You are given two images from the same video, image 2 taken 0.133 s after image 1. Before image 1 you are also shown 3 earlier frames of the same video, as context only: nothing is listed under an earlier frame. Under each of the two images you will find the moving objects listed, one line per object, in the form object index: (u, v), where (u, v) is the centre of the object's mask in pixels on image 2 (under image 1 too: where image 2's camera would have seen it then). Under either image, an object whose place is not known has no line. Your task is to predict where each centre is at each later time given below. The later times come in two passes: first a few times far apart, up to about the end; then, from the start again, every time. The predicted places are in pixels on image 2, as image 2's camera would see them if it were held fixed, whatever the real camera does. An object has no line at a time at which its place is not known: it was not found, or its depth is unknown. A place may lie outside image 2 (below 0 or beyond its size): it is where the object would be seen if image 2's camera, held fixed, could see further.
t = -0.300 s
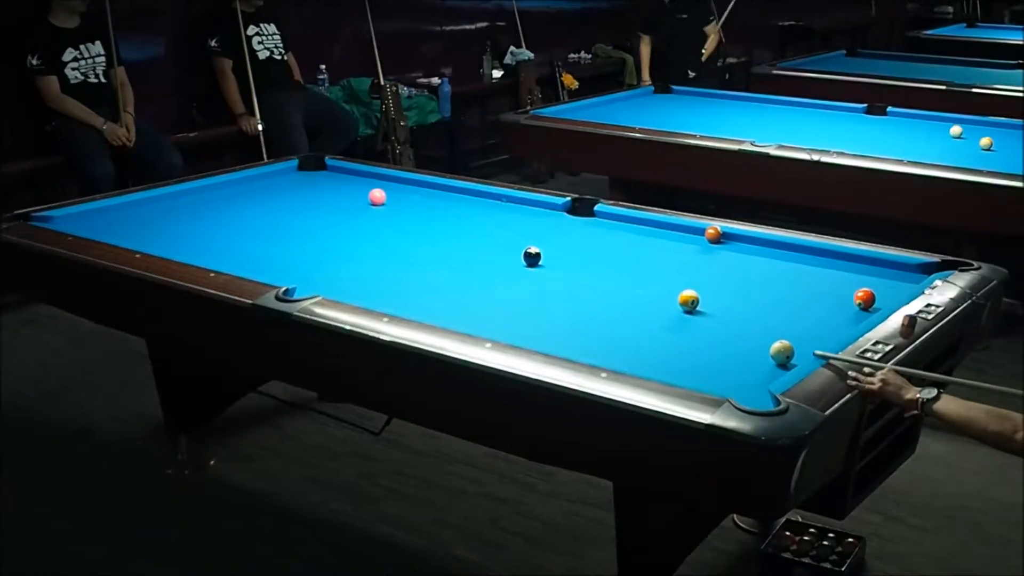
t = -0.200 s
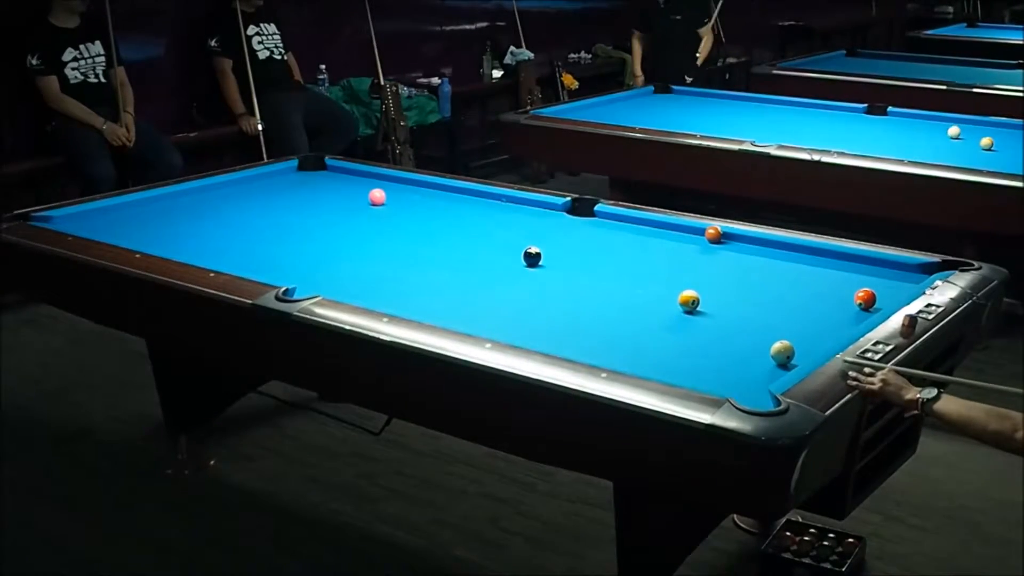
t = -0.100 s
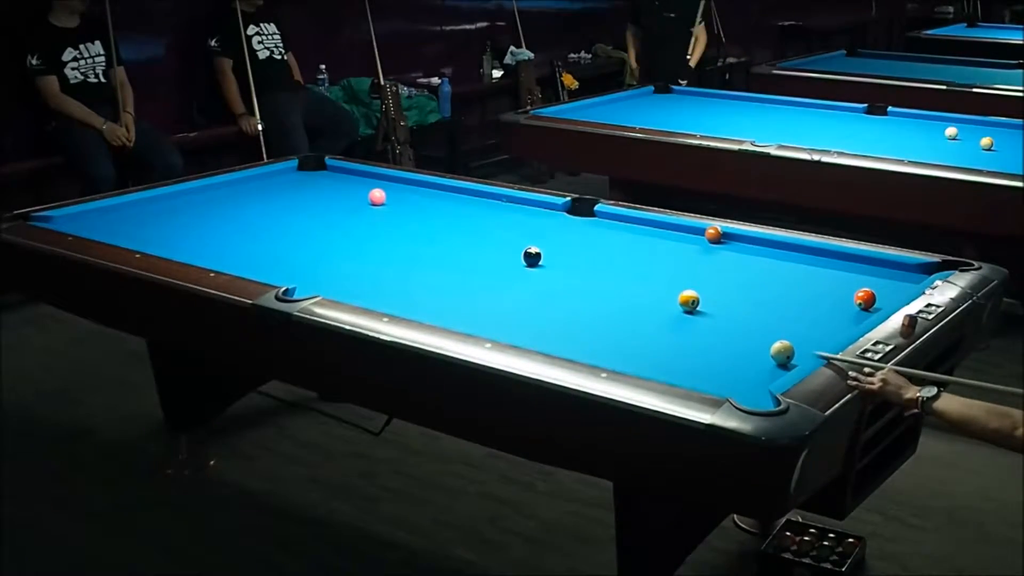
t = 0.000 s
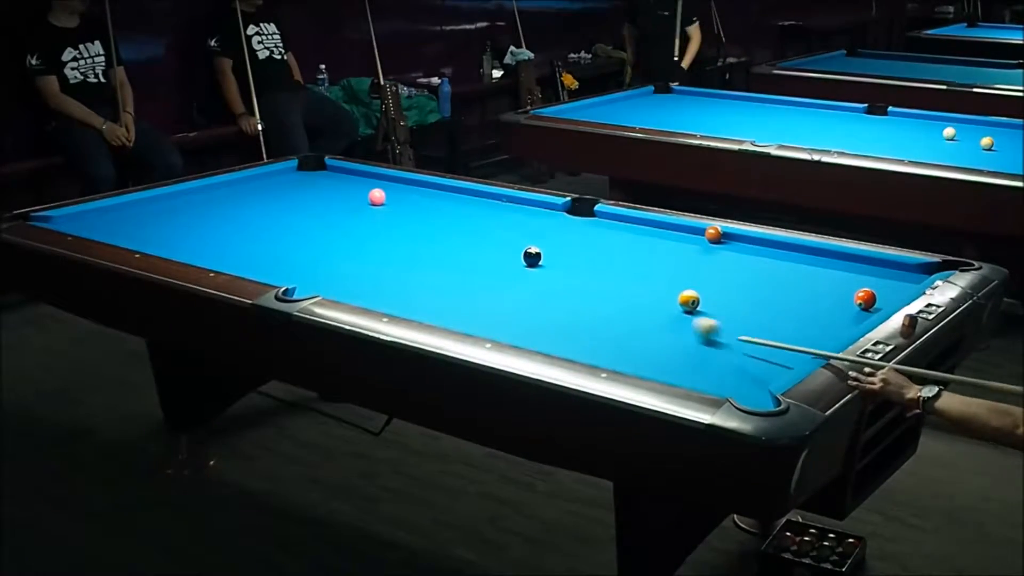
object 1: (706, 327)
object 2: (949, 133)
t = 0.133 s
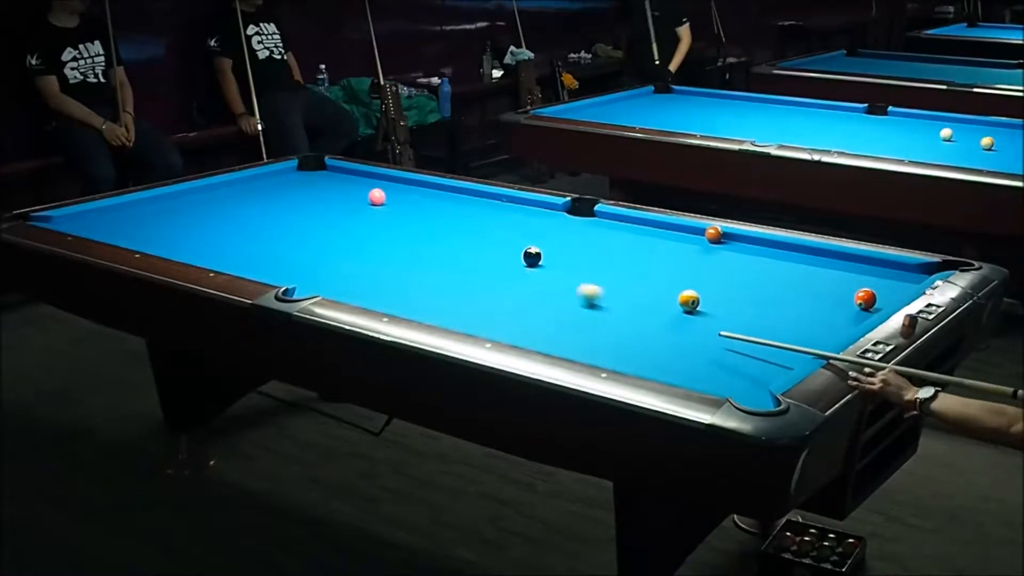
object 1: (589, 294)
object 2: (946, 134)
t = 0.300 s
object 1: (469, 257)
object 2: (942, 135)
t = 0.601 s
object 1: (299, 207)
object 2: (936, 137)
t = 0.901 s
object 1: (274, 192)
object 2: (931, 138)
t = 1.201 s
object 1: (394, 208)
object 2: (927, 140)
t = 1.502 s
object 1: (518, 224)
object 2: (923, 142)
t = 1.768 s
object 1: (637, 239)
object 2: (921, 143)
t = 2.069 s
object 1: (781, 259)
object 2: (919, 144)
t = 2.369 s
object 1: (911, 275)
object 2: (918, 145)
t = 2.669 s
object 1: (833, 261)
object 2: (917, 145)
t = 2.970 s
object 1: (767, 248)
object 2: (918, 146)
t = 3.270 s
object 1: (710, 238)
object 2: (917, 146)
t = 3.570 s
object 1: (665, 236)
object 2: (917, 147)
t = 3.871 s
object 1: (624, 234)
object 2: (917, 147)
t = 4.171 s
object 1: (586, 232)
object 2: (917, 147)
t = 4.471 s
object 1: (551, 231)
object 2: (917, 146)
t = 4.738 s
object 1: (521, 230)
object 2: (917, 146)
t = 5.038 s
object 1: (491, 228)
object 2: (917, 146)
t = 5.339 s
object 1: (463, 227)
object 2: (917, 147)
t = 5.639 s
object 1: (438, 226)
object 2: (917, 147)
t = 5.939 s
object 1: (414, 225)
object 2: (917, 147)
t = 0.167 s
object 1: (563, 286)
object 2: (945, 134)
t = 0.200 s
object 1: (538, 278)
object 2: (944, 134)
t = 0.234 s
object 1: (514, 271)
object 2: (943, 135)
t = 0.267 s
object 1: (491, 265)
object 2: (943, 135)
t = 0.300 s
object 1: (469, 257)
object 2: (942, 135)
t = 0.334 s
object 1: (447, 251)
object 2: (942, 135)
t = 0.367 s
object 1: (426, 245)
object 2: (941, 136)
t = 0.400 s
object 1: (406, 239)
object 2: (940, 136)
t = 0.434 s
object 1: (387, 233)
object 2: (939, 136)
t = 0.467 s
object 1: (368, 228)
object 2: (939, 136)
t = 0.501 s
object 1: (350, 222)
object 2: (938, 136)
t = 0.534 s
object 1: (332, 217)
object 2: (937, 137)
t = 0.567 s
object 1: (315, 212)
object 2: (937, 137)
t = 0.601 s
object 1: (299, 207)
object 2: (936, 137)
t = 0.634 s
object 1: (283, 202)
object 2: (936, 137)
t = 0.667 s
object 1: (267, 198)
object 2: (935, 137)
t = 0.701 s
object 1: (252, 194)
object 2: (934, 137)
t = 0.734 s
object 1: (238, 189)
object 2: (934, 137)
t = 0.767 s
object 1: (224, 185)
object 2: (933, 138)
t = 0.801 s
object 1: (229, 185)
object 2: (932, 138)
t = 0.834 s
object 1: (244, 187)
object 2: (932, 138)
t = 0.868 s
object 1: (259, 189)
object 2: (931, 138)
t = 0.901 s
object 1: (274, 192)
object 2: (931, 138)
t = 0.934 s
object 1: (288, 193)
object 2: (930, 139)
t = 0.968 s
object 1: (302, 196)
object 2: (930, 139)
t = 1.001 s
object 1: (316, 197)
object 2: (929, 139)
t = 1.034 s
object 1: (329, 199)
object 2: (929, 139)
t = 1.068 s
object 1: (343, 201)
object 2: (928, 139)
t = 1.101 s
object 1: (356, 203)
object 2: (928, 140)
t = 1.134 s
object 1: (368, 205)
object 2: (928, 140)
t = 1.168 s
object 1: (382, 206)
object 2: (927, 140)
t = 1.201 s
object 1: (394, 208)
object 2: (927, 140)
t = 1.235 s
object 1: (408, 210)
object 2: (926, 141)
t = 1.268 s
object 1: (421, 211)
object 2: (926, 141)
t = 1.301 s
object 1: (435, 214)
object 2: (926, 141)
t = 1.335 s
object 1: (449, 215)
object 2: (925, 141)
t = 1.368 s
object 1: (463, 217)
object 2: (925, 141)
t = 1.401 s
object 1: (476, 219)
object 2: (924, 141)
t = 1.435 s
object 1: (490, 221)
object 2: (924, 142)
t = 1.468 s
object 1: (504, 222)
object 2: (924, 142)
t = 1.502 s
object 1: (518, 224)
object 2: (923, 142)
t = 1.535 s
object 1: (533, 226)
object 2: (923, 142)
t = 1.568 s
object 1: (547, 228)
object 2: (923, 142)
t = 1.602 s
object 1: (562, 230)
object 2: (922, 142)
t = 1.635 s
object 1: (577, 232)
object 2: (922, 143)
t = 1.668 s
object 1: (592, 234)
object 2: (922, 143)
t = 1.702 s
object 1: (606, 236)
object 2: (921, 143)
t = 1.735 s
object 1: (621, 238)
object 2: (921, 143)
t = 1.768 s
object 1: (637, 239)
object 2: (921, 143)
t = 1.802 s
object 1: (652, 242)
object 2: (921, 143)
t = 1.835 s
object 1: (668, 244)
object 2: (920, 143)
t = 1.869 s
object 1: (683, 246)
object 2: (920, 143)
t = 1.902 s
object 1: (699, 248)
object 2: (920, 143)
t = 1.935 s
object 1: (715, 250)
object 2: (920, 144)
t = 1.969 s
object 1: (731, 252)
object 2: (920, 144)
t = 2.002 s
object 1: (747, 254)
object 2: (919, 144)
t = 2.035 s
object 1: (764, 257)
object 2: (919, 144)
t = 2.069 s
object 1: (781, 259)
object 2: (919, 144)
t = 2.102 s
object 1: (797, 261)
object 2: (919, 144)
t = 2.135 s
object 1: (815, 263)
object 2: (919, 144)
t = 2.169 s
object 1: (831, 265)
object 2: (918, 145)
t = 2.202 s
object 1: (849, 268)
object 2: (918, 145)
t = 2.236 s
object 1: (866, 270)
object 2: (918, 145)
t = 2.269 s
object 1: (884, 272)
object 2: (918, 145)
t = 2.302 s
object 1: (901, 274)
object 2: (918, 145)
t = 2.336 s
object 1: (918, 275)
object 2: (918, 145)
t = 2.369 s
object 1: (911, 275)
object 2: (918, 145)
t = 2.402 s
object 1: (900, 273)
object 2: (918, 145)
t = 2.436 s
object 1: (890, 271)
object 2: (917, 145)
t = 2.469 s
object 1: (881, 270)
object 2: (917, 145)
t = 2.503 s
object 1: (873, 268)
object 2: (917, 145)
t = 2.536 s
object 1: (865, 267)
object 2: (917, 145)
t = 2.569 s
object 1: (856, 265)
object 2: (917, 146)
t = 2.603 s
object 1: (848, 264)
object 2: (917, 145)
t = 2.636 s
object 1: (841, 262)
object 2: (917, 145)
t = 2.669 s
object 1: (833, 261)
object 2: (917, 145)
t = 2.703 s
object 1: (825, 259)
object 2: (917, 146)
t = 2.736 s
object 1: (817, 258)
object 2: (917, 146)
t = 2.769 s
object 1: (810, 256)
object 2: (917, 146)
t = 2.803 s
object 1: (803, 255)
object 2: (917, 146)
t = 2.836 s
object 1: (795, 253)
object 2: (917, 146)
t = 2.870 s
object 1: (788, 252)
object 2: (917, 146)
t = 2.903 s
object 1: (781, 251)
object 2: (917, 146)
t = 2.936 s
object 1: (774, 249)
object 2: (917, 146)
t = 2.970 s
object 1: (767, 248)
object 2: (918, 146)
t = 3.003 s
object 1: (760, 247)
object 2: (918, 146)
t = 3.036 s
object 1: (754, 245)
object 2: (918, 146)
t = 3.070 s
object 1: (746, 244)
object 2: (917, 146)
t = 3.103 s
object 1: (740, 243)
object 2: (917, 146)
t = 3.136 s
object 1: (734, 241)
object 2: (917, 146)
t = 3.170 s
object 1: (727, 240)
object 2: (917, 146)
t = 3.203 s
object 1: (721, 239)
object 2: (917, 146)
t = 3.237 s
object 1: (715, 238)
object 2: (917, 146)
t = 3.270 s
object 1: (710, 238)
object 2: (917, 146)
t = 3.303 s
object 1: (706, 238)
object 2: (918, 147)
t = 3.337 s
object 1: (700, 237)
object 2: (917, 146)
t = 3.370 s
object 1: (696, 237)
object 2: (917, 147)
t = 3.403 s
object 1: (691, 237)
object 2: (917, 146)
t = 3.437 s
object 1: (685, 237)
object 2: (917, 146)
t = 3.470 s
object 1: (680, 237)
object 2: (917, 146)
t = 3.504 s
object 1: (675, 237)
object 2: (917, 146)
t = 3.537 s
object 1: (670, 236)
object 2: (917, 146)
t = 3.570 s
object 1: (665, 236)
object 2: (917, 147)
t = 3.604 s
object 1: (660, 236)
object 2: (917, 146)
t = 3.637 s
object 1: (656, 235)
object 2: (917, 147)
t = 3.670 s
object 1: (651, 235)
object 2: (917, 147)
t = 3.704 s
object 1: (647, 235)
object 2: (917, 147)
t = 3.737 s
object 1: (642, 235)
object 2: (917, 147)
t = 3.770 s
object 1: (637, 235)
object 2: (917, 147)
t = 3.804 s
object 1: (633, 234)
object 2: (917, 147)
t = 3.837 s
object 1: (628, 234)
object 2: (917, 147)
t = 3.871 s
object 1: (624, 234)
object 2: (917, 147)
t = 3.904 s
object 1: (620, 234)
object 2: (917, 147)
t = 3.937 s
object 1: (616, 234)
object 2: (917, 147)
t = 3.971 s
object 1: (611, 233)
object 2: (917, 147)
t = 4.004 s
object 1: (607, 233)
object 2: (917, 147)
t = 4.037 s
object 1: (603, 233)
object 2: (917, 147)
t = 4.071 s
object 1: (598, 233)
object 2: (917, 147)
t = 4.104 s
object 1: (594, 233)
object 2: (917, 147)
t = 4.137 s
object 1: (590, 233)
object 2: (917, 147)
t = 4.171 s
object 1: (586, 232)
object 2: (917, 147)
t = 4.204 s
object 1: (582, 232)
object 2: (917, 147)
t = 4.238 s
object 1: (578, 232)
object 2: (917, 147)
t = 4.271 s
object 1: (574, 232)
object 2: (917, 147)
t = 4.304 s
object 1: (570, 232)
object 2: (917, 147)
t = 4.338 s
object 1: (566, 231)
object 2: (917, 147)
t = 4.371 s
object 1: (562, 232)
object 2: (917, 147)
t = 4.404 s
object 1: (558, 231)
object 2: (917, 147)
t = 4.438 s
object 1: (554, 231)
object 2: (917, 147)
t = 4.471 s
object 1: (551, 231)
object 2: (917, 146)
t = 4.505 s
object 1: (547, 231)
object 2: (917, 147)
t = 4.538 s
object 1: (543, 231)
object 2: (917, 147)
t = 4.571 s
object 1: (539, 231)
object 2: (917, 147)
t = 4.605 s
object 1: (536, 230)
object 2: (917, 147)
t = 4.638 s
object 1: (532, 230)
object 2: (917, 147)
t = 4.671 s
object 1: (528, 230)
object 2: (917, 147)
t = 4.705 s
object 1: (525, 230)
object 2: (917, 147)
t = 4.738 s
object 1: (521, 230)
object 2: (917, 146)
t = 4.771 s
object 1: (518, 230)
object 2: (917, 146)
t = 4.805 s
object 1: (514, 229)
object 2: (917, 146)
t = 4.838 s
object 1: (511, 229)
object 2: (917, 146)
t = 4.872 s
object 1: (507, 229)
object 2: (917, 146)
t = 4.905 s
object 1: (504, 229)
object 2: (917, 146)
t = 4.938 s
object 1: (501, 228)
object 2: (917, 146)
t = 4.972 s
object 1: (497, 229)
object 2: (917, 146)
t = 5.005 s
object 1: (494, 228)
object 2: (917, 146)
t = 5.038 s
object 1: (491, 228)
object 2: (917, 146)
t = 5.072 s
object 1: (488, 228)
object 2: (917, 147)
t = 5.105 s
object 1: (485, 228)
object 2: (917, 146)
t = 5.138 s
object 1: (481, 228)
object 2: (917, 146)
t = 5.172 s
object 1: (478, 228)
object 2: (917, 147)
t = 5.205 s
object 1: (475, 227)
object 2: (917, 147)
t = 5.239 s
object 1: (472, 227)
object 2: (917, 147)
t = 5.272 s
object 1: (469, 227)
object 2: (917, 147)
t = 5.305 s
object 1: (466, 227)
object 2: (917, 147)
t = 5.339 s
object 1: (463, 227)
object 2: (917, 147)
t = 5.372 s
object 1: (460, 227)
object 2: (917, 147)
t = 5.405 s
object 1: (457, 227)
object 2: (917, 147)
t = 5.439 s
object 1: (454, 227)
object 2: (917, 147)
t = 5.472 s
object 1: (451, 226)
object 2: (917, 147)
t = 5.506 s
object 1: (449, 226)
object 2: (917, 147)
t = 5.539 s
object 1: (446, 226)
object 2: (917, 147)
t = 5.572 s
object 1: (443, 226)
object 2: (917, 147)
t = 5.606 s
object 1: (440, 226)
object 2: (917, 147)
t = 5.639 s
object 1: (438, 226)
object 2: (917, 147)
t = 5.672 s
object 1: (435, 226)
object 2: (917, 147)
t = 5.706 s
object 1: (432, 226)
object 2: (917, 147)
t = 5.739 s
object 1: (429, 226)
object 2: (917, 147)
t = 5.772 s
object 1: (427, 225)
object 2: (917, 147)
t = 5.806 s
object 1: (424, 225)
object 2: (917, 147)
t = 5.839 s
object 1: (422, 225)
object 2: (917, 147)
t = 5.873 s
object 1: (419, 225)
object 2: (917, 147)
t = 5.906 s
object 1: (417, 225)
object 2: (917, 147)
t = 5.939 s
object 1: (414, 225)
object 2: (917, 147)
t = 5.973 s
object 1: (412, 225)
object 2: (917, 147)
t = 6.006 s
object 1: (410, 224)
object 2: (917, 147)
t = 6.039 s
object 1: (407, 225)
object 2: (917, 147)
